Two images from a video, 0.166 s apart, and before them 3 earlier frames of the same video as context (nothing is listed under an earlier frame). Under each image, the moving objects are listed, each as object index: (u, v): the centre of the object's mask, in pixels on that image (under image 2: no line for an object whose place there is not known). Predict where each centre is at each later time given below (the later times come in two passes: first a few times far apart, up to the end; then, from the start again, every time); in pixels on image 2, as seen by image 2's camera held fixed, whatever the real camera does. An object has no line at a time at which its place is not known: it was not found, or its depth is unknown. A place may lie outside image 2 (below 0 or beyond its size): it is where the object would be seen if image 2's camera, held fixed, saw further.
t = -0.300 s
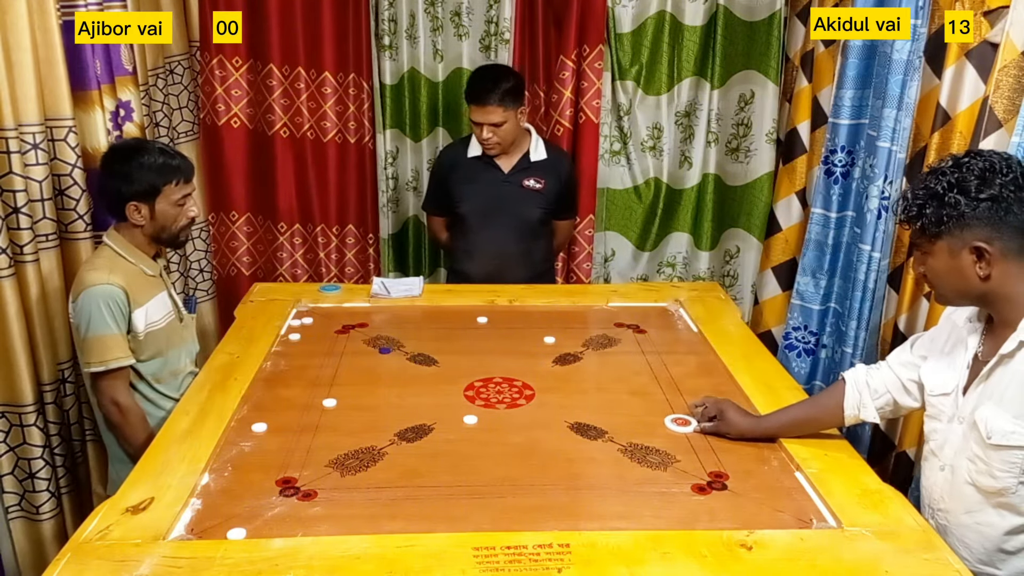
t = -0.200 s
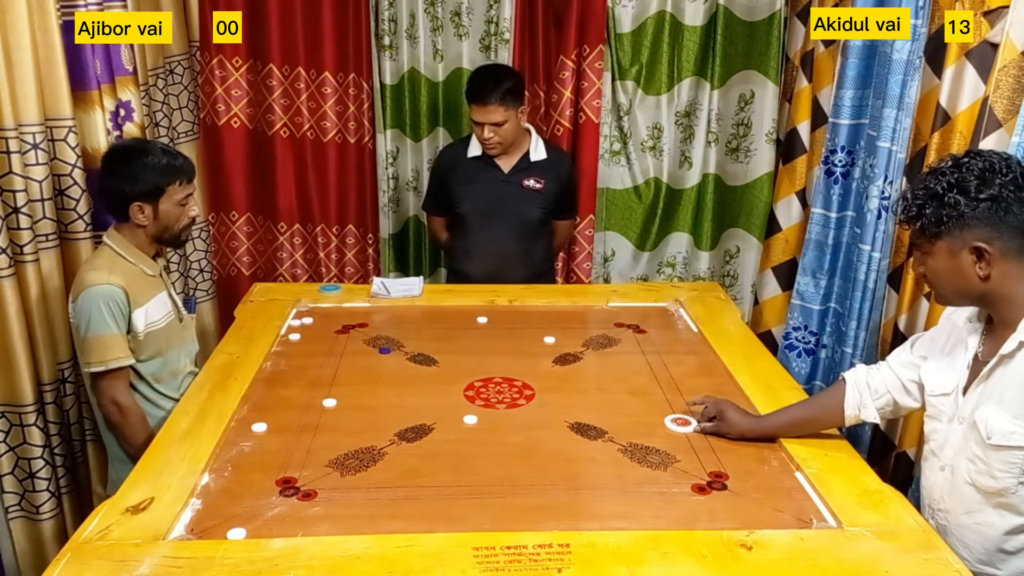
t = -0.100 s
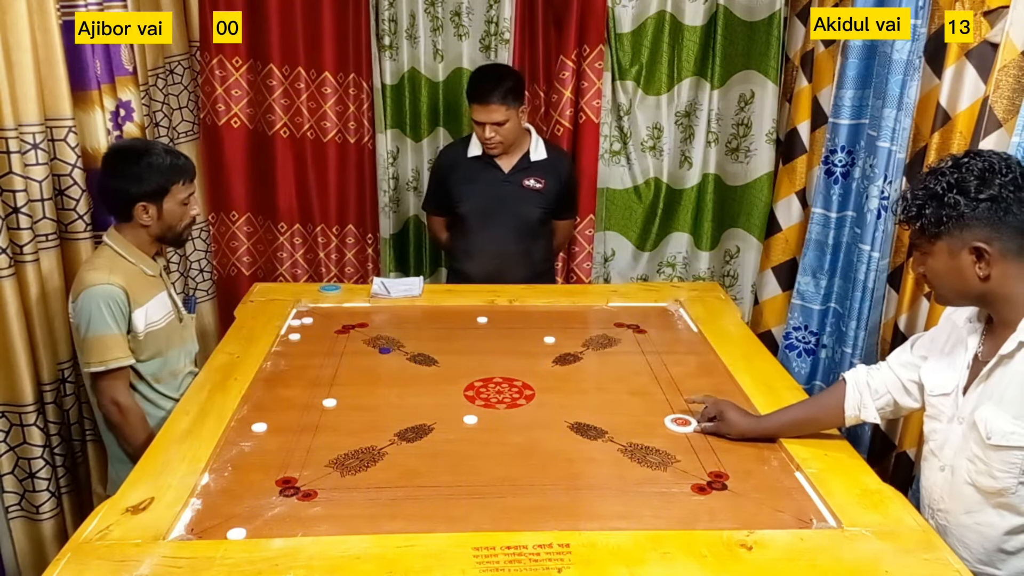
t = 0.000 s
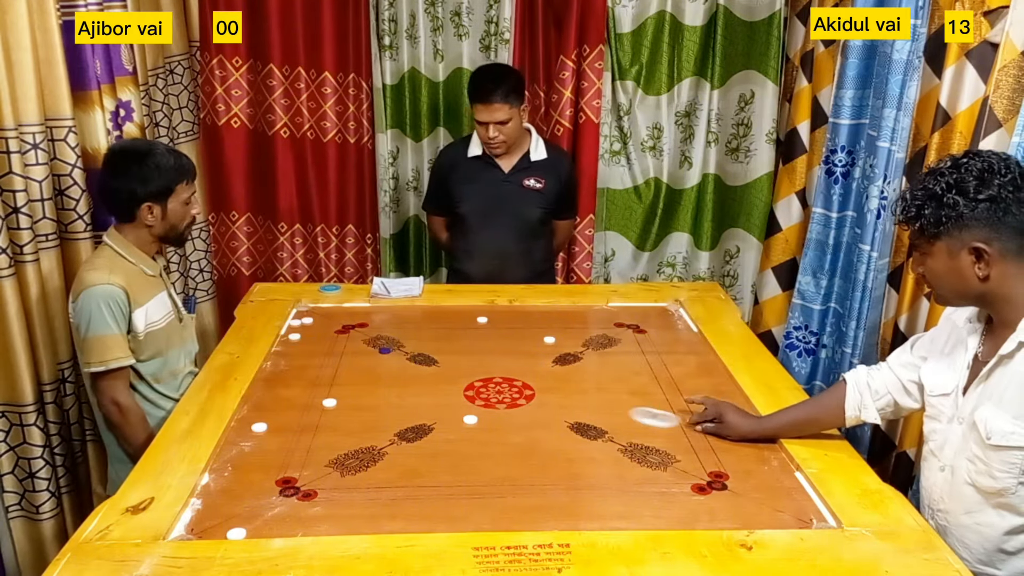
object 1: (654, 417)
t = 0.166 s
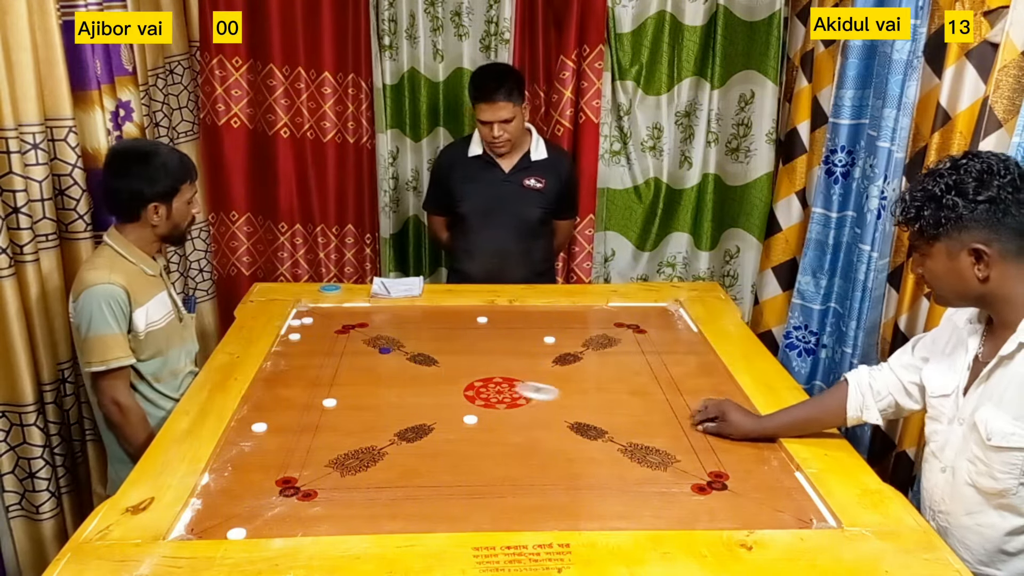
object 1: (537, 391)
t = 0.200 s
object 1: (517, 387)
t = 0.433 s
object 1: (401, 361)
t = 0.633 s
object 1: (331, 350)
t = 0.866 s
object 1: (305, 344)
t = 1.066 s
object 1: (335, 342)
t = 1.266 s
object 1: (352, 342)
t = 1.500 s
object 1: (356, 342)
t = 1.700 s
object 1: (356, 342)
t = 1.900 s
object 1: (356, 342)
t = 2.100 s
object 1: (356, 342)
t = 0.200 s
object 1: (517, 387)
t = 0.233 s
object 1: (499, 383)
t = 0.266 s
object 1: (481, 379)
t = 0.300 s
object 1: (463, 375)
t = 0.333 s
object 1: (447, 371)
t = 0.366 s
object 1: (431, 367)
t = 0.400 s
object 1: (416, 364)
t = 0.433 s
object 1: (401, 361)
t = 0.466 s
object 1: (388, 358)
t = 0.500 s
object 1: (375, 357)
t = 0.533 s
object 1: (363, 355)
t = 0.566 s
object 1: (352, 353)
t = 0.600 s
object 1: (341, 352)
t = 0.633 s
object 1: (331, 350)
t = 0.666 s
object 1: (321, 349)
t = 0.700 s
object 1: (311, 348)
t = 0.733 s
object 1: (302, 347)
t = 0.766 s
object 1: (294, 346)
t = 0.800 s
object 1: (292, 345)
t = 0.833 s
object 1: (298, 344)
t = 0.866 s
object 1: (305, 344)
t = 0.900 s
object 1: (311, 343)
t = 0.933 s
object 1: (317, 343)
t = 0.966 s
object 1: (322, 343)
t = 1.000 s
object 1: (326, 342)
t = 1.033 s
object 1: (331, 342)
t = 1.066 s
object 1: (335, 342)
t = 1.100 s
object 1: (339, 342)
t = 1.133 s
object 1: (343, 342)
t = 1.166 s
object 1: (346, 342)
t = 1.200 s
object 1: (348, 342)
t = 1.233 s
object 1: (350, 342)
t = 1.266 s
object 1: (352, 342)
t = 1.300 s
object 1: (353, 342)
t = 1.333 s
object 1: (354, 342)
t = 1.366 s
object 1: (355, 342)
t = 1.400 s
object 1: (356, 342)
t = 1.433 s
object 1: (356, 342)
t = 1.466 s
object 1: (356, 342)
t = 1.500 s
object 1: (356, 342)
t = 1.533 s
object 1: (356, 342)
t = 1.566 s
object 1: (356, 342)
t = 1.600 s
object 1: (356, 342)
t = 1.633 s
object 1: (356, 342)
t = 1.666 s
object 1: (356, 342)
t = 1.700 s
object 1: (356, 342)
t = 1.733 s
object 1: (356, 342)
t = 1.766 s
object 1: (356, 342)
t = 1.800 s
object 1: (356, 342)
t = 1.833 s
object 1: (356, 342)
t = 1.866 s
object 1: (356, 342)
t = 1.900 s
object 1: (356, 342)
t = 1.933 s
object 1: (356, 342)
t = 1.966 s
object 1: (356, 342)
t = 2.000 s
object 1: (356, 342)
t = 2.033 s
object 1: (356, 342)
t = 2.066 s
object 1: (356, 342)
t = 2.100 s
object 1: (356, 342)
